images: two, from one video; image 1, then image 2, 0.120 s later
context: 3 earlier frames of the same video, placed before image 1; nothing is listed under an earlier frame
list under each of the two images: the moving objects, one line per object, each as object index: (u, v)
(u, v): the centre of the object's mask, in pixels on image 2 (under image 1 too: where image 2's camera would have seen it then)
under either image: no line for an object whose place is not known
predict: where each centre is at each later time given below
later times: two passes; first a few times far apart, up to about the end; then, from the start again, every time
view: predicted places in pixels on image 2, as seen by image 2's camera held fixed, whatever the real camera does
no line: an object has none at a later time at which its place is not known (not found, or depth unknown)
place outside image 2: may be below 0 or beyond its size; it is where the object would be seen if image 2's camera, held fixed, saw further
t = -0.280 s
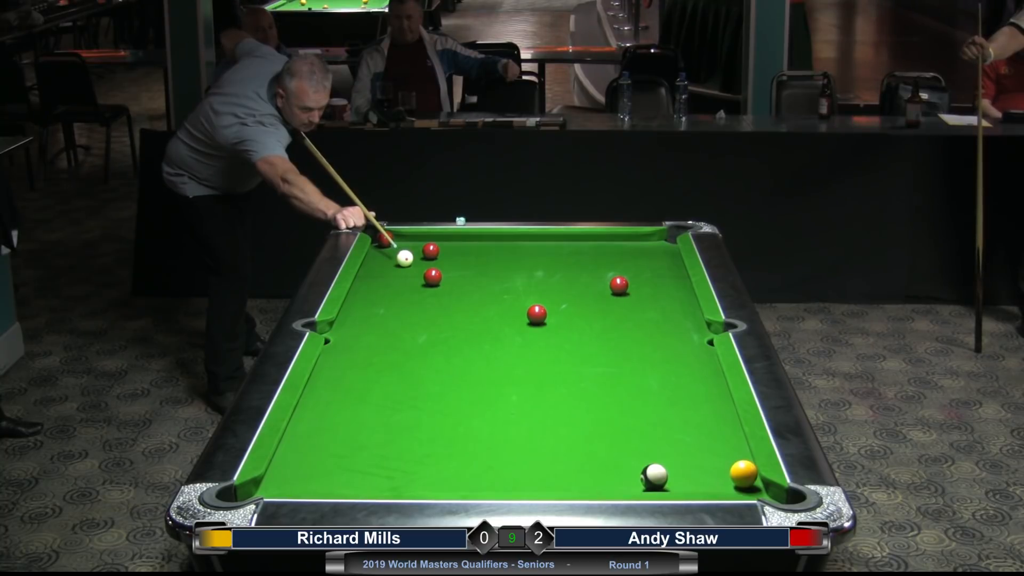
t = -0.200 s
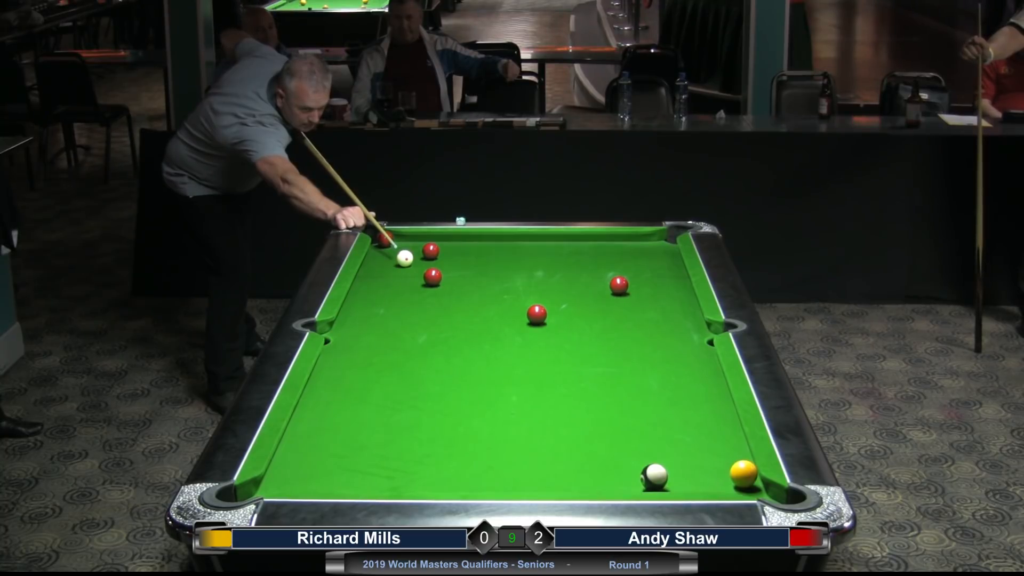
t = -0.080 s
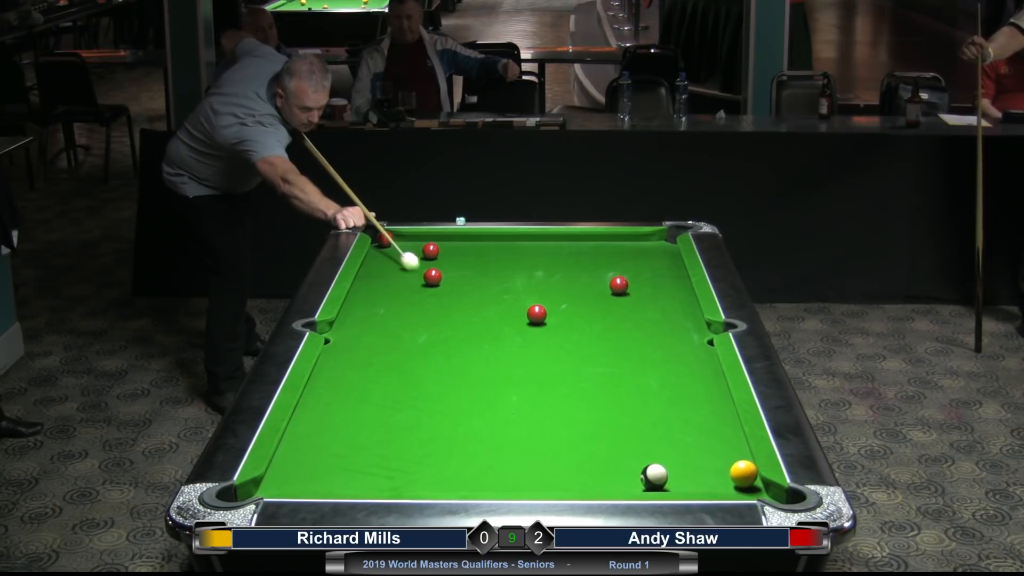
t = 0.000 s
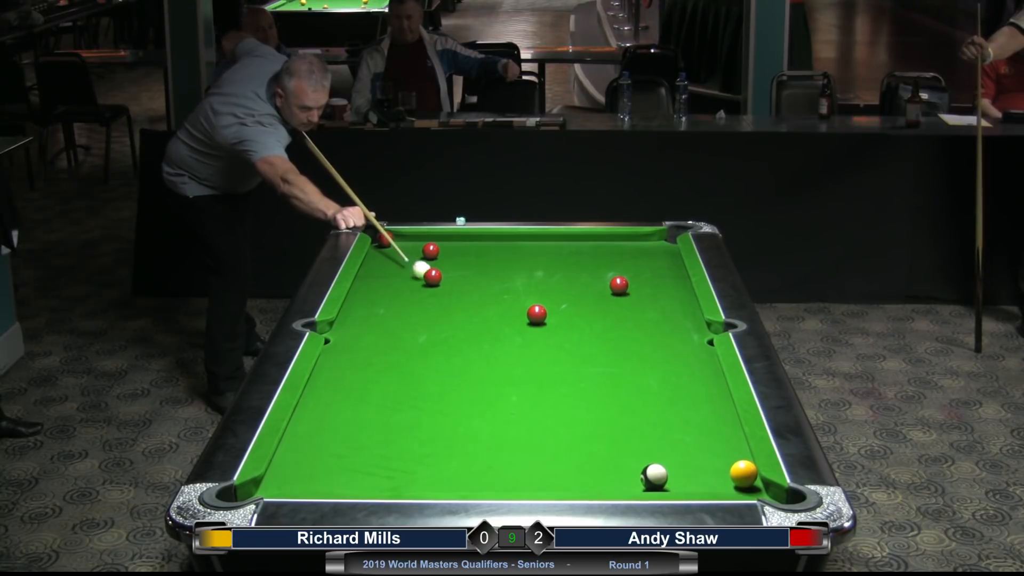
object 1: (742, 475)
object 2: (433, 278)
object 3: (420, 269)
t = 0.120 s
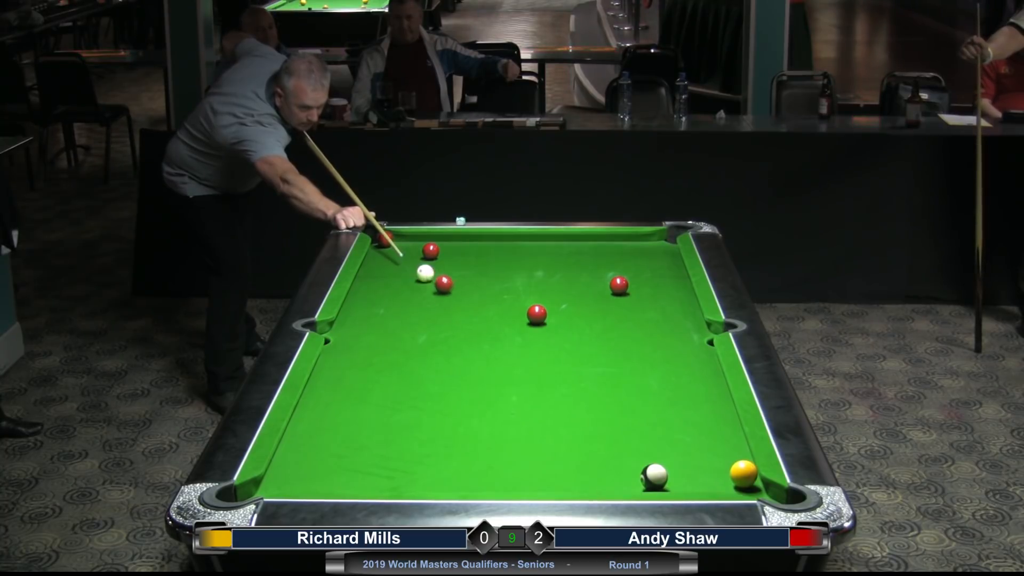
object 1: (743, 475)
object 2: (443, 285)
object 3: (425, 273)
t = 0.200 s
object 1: (743, 475)
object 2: (451, 290)
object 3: (427, 274)
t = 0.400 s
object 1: (742, 475)
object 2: (470, 302)
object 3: (429, 277)
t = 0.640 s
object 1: (742, 475)
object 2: (493, 317)
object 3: (432, 280)
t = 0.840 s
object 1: (742, 475)
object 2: (513, 330)
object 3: (434, 282)
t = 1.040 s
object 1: (742, 475)
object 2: (533, 344)
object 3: (436, 283)
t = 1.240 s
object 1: (742, 475)
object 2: (553, 357)
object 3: (437, 284)
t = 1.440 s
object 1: (742, 475)
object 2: (573, 371)
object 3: (437, 285)
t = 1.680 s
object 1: (742, 475)
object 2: (598, 387)
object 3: (437, 285)
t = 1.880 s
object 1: (742, 475)
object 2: (619, 400)
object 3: (437, 285)
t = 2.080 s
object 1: (742, 475)
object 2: (639, 413)
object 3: (437, 285)
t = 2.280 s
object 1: (742, 475)
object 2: (660, 425)
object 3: (437, 285)
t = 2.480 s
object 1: (742, 475)
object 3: (437, 285)
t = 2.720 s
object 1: (743, 475)
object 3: (437, 285)
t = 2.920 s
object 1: (744, 475)
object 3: (437, 285)
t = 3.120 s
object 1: (739, 479)
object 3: (437, 285)
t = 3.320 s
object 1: (734, 481)
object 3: (437, 285)
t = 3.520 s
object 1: (730, 483)
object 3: (437, 285)
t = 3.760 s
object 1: (727, 484)
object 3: (437, 285)
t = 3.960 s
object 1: (725, 484)
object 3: (437, 285)
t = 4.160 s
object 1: (724, 484)
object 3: (437, 285)
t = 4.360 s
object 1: (724, 484)
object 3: (437, 285)
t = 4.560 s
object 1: (724, 484)
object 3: (437, 285)
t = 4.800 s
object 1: (724, 484)
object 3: (437, 285)
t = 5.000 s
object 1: (724, 484)
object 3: (437, 285)
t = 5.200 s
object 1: (724, 484)
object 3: (437, 285)
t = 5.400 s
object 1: (724, 484)
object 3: (437, 285)
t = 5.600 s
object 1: (724, 484)
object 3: (437, 285)
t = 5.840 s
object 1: (724, 484)
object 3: (437, 285)
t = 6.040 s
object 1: (724, 484)
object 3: (437, 285)
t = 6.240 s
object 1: (724, 484)
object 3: (437, 285)
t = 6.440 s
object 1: (724, 484)
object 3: (437, 285)
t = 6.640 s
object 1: (724, 484)
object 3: (437, 285)
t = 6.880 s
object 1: (724, 484)
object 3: (437, 285)
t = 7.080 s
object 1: (724, 484)
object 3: (437, 285)
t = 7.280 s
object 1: (724, 484)
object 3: (437, 285)
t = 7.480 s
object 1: (724, 484)
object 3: (437, 285)
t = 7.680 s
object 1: (724, 484)
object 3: (437, 285)
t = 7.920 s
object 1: (724, 484)
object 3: (437, 285)
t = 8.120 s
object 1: (724, 484)
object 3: (437, 285)
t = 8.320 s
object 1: (724, 484)
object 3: (437, 285)
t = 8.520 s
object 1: (724, 484)
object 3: (437, 285)
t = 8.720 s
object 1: (724, 484)
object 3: (437, 285)
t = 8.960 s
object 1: (724, 484)
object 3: (437, 285)
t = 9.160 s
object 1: (724, 484)
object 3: (437, 285)
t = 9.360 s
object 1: (724, 484)
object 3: (437, 285)
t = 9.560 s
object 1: (724, 484)
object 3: (437, 285)
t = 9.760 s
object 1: (724, 484)
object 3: (437, 285)
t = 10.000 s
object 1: (724, 484)
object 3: (437, 285)
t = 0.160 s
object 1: (743, 475)
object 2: (447, 287)
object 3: (426, 274)
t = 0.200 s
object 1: (743, 475)
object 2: (451, 290)
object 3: (427, 274)
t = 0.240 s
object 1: (742, 475)
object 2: (455, 292)
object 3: (427, 275)
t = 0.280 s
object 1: (742, 475)
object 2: (458, 295)
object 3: (428, 275)
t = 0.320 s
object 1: (742, 475)
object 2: (462, 297)
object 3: (428, 276)
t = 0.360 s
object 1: (742, 475)
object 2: (466, 300)
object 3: (429, 277)
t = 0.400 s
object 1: (742, 475)
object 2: (470, 302)
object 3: (429, 277)
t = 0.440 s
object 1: (742, 475)
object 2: (474, 305)
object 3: (430, 278)
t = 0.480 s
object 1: (742, 475)
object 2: (478, 307)
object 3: (430, 278)
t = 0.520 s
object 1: (742, 475)
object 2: (481, 310)
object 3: (431, 279)
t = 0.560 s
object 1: (742, 475)
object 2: (485, 312)
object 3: (431, 279)
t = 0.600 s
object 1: (742, 475)
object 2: (489, 315)
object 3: (431, 280)
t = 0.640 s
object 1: (742, 475)
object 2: (493, 317)
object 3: (432, 280)
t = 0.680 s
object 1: (742, 475)
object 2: (497, 320)
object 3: (432, 281)
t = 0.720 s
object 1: (742, 475)
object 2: (501, 323)
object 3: (433, 281)
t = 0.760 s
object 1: (742, 475)
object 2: (505, 325)
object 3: (433, 281)
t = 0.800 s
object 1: (742, 475)
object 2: (509, 328)
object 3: (433, 282)
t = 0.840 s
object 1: (742, 475)
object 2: (513, 330)
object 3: (434, 282)
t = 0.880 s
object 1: (742, 475)
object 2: (517, 333)
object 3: (434, 282)
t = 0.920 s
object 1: (742, 475)
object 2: (521, 335)
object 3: (435, 283)
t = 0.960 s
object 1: (742, 475)
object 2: (525, 338)
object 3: (435, 283)
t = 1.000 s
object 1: (742, 475)
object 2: (529, 341)
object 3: (435, 283)
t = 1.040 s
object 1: (742, 475)
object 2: (533, 344)
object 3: (436, 283)
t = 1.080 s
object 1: (742, 475)
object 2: (537, 346)
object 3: (436, 284)
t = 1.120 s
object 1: (742, 475)
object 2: (541, 349)
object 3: (436, 284)
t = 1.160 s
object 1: (742, 475)
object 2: (545, 351)
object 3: (436, 284)
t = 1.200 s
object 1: (742, 475)
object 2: (549, 354)
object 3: (436, 284)
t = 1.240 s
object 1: (742, 475)
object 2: (553, 357)
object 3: (437, 284)
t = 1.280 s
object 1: (742, 475)
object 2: (557, 360)
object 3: (437, 285)
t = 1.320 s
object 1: (742, 475)
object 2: (561, 362)
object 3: (437, 285)
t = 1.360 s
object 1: (742, 475)
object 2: (565, 365)
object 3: (437, 285)
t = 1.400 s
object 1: (742, 475)
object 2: (569, 368)
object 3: (437, 285)
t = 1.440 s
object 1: (742, 475)
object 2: (573, 371)
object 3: (437, 285)
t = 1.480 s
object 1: (742, 475)
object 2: (577, 373)
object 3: (437, 285)
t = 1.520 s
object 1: (742, 475)
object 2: (582, 376)
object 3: (437, 285)
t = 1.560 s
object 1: (742, 475)
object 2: (586, 379)
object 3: (437, 285)
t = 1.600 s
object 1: (742, 475)
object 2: (590, 381)
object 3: (437, 285)
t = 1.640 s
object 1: (742, 475)
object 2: (594, 384)
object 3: (437, 285)
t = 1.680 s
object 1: (742, 475)
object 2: (598, 387)
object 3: (437, 285)
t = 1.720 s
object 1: (742, 475)
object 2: (602, 389)
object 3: (437, 285)
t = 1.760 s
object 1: (742, 475)
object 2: (606, 392)
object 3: (437, 285)
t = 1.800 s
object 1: (742, 475)
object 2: (611, 395)
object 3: (437, 285)
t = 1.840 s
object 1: (742, 475)
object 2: (615, 398)
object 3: (437, 285)
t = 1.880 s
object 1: (742, 475)
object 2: (619, 400)
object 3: (437, 285)
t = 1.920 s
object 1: (742, 475)
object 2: (623, 403)
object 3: (437, 285)
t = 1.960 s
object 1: (742, 475)
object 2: (627, 405)
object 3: (437, 285)
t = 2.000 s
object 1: (742, 475)
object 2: (631, 408)
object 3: (437, 285)
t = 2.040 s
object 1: (742, 475)
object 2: (635, 411)
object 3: (437, 285)
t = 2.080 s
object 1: (742, 475)
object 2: (639, 413)
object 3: (437, 285)
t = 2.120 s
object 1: (742, 475)
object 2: (644, 416)
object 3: (437, 285)
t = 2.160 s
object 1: (742, 475)
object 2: (648, 419)
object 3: (437, 285)
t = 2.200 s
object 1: (742, 475)
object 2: (652, 422)
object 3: (437, 285)
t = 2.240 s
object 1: (742, 475)
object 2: (656, 423)
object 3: (437, 285)
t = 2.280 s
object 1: (742, 475)
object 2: (660, 425)
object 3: (437, 285)
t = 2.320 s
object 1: (742, 475)
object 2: (664, 428)
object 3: (437, 285)
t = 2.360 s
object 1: (742, 475)
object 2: (668, 431)
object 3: (437, 285)
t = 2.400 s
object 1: (742, 475)
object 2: (672, 433)
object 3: (437, 285)
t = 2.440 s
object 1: (742, 475)
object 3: (437, 285)
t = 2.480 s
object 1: (742, 475)
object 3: (437, 285)
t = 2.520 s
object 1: (742, 475)
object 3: (437, 285)
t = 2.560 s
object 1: (742, 475)
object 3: (437, 285)
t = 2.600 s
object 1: (742, 475)
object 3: (437, 285)
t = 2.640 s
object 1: (743, 475)
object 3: (437, 285)
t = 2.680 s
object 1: (743, 475)
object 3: (437, 285)
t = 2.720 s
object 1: (743, 475)
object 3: (437, 285)
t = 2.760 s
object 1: (743, 475)
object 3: (437, 285)
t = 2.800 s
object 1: (743, 475)
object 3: (437, 285)
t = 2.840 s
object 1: (743, 475)
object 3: (437, 285)
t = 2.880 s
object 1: (743, 475)
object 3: (437, 285)
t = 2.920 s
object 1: (744, 475)
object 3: (437, 285)
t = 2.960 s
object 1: (745, 476)
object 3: (437, 285)
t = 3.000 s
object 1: (743, 477)
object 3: (437, 285)
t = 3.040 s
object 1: (742, 477)
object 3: (437, 285)
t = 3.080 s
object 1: (741, 478)
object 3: (437, 285)
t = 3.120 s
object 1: (739, 479)
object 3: (437, 285)
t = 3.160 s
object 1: (738, 480)
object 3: (437, 285)
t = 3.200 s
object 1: (737, 480)
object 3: (437, 285)
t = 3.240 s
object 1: (736, 481)
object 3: (437, 285)
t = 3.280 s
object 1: (735, 481)
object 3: (437, 285)
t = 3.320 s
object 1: (734, 481)
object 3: (437, 285)
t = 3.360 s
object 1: (733, 482)
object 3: (437, 285)
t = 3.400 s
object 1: (733, 482)
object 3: (437, 285)
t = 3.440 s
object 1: (732, 482)
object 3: (437, 285)
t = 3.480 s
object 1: (731, 483)
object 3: (437, 285)
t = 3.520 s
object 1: (730, 483)
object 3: (437, 285)
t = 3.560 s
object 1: (730, 483)
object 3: (437, 285)
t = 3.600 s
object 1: (729, 483)
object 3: (437, 285)
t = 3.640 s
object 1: (728, 483)
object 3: (437, 285)
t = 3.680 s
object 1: (727, 483)
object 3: (437, 285)
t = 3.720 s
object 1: (727, 484)
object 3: (437, 285)
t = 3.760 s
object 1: (727, 484)
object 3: (437, 285)
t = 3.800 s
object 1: (726, 484)
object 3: (437, 285)
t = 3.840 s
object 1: (726, 484)
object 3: (437, 285)
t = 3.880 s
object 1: (725, 484)
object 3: (437, 285)
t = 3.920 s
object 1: (725, 484)
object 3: (437, 285)
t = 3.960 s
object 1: (725, 484)
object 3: (437, 285)
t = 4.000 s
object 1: (724, 484)
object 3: (437, 285)
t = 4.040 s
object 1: (724, 484)
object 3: (437, 285)
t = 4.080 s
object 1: (724, 484)
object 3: (437, 285)
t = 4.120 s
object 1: (724, 484)
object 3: (437, 285)
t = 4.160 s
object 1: (724, 484)
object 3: (437, 285)
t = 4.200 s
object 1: (724, 484)
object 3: (437, 285)
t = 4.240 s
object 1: (724, 484)
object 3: (437, 285)
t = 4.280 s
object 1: (724, 484)
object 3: (437, 285)
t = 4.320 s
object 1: (724, 484)
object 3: (437, 285)
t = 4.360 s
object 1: (724, 484)
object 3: (437, 285)
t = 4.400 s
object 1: (724, 484)
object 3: (437, 285)
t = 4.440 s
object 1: (724, 484)
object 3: (437, 285)
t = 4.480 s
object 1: (724, 484)
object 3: (437, 285)
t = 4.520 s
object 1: (724, 484)
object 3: (437, 285)
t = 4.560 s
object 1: (724, 484)
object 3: (437, 285)
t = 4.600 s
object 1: (724, 484)
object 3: (437, 285)
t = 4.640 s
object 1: (724, 484)
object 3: (437, 285)
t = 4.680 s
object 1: (724, 484)
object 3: (437, 285)
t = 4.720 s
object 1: (724, 484)
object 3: (437, 285)
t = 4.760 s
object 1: (724, 484)
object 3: (437, 285)
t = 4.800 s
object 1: (724, 484)
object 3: (437, 285)
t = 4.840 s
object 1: (724, 484)
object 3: (437, 285)
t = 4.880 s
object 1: (724, 484)
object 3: (437, 285)
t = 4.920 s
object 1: (724, 484)
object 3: (437, 285)
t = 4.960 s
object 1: (724, 484)
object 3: (437, 285)
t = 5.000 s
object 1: (724, 484)
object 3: (437, 285)
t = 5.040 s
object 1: (724, 484)
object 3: (437, 285)
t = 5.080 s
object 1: (724, 484)
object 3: (437, 285)
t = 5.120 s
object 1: (724, 484)
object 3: (437, 285)
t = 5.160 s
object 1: (724, 484)
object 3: (437, 285)
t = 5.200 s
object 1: (724, 484)
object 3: (437, 285)
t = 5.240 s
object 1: (724, 484)
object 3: (437, 285)
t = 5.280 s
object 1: (724, 484)
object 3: (437, 285)
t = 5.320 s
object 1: (724, 484)
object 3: (437, 285)
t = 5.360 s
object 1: (724, 484)
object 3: (437, 285)
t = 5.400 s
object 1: (724, 484)
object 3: (437, 285)
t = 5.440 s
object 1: (724, 484)
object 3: (437, 285)
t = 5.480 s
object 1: (724, 484)
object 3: (437, 285)
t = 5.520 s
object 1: (724, 484)
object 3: (437, 285)
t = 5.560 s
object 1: (724, 484)
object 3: (437, 285)
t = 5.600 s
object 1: (724, 484)
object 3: (437, 285)
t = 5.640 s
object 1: (724, 484)
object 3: (437, 285)
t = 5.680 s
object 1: (724, 484)
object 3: (437, 285)
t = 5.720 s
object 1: (724, 484)
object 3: (437, 285)
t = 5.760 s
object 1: (724, 484)
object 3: (437, 285)
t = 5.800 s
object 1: (724, 484)
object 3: (437, 285)
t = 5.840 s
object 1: (724, 484)
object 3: (437, 285)
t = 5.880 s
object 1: (724, 484)
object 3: (437, 285)
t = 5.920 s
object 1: (724, 484)
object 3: (437, 285)
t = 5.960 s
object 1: (724, 484)
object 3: (437, 285)
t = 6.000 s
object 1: (724, 484)
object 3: (437, 285)
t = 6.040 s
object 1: (724, 484)
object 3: (437, 285)
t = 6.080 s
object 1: (724, 484)
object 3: (437, 285)
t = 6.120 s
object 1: (724, 484)
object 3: (437, 285)
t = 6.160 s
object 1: (724, 484)
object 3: (437, 285)
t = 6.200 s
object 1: (724, 484)
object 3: (437, 285)
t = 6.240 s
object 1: (724, 484)
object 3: (437, 285)
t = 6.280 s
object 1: (724, 484)
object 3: (437, 285)
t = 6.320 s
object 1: (724, 484)
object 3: (437, 285)
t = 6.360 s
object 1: (724, 484)
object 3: (437, 285)
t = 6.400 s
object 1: (724, 484)
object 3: (437, 285)
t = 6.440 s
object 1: (724, 484)
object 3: (437, 285)
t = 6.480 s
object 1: (724, 484)
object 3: (437, 285)
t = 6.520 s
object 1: (724, 484)
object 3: (437, 285)
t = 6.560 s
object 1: (724, 484)
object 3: (437, 285)
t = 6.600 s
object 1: (724, 484)
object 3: (437, 285)
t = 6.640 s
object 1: (724, 484)
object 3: (437, 285)
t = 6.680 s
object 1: (724, 484)
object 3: (437, 285)
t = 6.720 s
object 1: (724, 484)
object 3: (437, 285)
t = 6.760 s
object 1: (724, 484)
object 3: (437, 285)
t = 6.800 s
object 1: (724, 484)
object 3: (437, 285)
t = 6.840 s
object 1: (724, 484)
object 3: (437, 285)
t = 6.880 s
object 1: (724, 484)
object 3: (437, 285)
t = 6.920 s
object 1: (724, 484)
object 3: (437, 285)
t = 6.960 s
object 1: (724, 484)
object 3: (437, 285)
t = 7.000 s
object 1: (724, 484)
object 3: (437, 285)
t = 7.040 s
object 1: (724, 484)
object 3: (437, 285)
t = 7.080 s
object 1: (724, 484)
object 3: (437, 285)
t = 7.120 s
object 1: (724, 484)
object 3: (437, 285)
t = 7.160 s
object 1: (724, 484)
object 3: (437, 285)
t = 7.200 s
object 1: (724, 484)
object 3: (437, 285)
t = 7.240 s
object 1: (724, 484)
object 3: (437, 285)
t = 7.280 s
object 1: (724, 484)
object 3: (437, 285)
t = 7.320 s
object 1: (724, 484)
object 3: (437, 285)
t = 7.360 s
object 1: (724, 484)
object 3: (437, 285)
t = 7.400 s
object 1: (724, 484)
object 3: (437, 285)
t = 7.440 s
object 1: (724, 484)
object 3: (437, 285)
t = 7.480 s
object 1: (724, 484)
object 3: (437, 285)
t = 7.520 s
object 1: (724, 484)
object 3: (437, 285)
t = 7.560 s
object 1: (724, 484)
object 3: (437, 285)
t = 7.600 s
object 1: (724, 484)
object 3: (437, 285)
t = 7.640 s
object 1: (724, 484)
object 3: (437, 285)
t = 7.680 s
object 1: (724, 484)
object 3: (437, 285)
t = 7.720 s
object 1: (724, 484)
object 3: (437, 285)
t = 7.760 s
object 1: (724, 484)
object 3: (437, 285)
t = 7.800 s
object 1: (724, 484)
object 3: (437, 285)
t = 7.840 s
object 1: (724, 484)
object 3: (437, 285)
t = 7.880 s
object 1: (724, 484)
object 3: (437, 285)
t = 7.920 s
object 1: (724, 484)
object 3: (437, 285)
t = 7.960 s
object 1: (724, 484)
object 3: (437, 285)
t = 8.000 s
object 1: (724, 484)
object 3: (437, 285)
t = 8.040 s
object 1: (724, 484)
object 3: (437, 285)
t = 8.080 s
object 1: (724, 484)
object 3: (437, 285)
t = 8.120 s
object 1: (724, 484)
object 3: (437, 285)
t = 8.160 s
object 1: (724, 484)
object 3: (437, 285)
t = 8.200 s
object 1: (724, 484)
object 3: (437, 285)
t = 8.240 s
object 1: (724, 484)
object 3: (437, 285)
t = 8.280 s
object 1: (724, 484)
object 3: (437, 285)
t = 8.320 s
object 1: (724, 484)
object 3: (437, 285)
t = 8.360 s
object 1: (724, 484)
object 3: (437, 285)
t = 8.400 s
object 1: (724, 484)
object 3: (437, 285)
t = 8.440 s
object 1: (724, 484)
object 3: (437, 285)
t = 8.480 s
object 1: (724, 484)
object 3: (437, 285)
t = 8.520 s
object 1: (724, 484)
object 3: (437, 285)
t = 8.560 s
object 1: (724, 484)
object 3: (437, 285)
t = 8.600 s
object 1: (724, 484)
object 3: (437, 285)
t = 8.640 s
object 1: (724, 484)
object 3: (437, 285)
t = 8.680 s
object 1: (724, 484)
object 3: (437, 285)
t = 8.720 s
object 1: (724, 484)
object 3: (437, 285)
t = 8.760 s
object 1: (724, 484)
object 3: (437, 285)
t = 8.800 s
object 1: (724, 484)
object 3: (437, 285)
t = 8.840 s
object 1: (724, 484)
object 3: (437, 285)
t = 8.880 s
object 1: (724, 484)
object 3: (437, 285)
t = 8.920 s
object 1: (724, 484)
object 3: (437, 285)
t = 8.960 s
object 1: (724, 484)
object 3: (437, 285)
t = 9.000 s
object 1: (724, 484)
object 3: (437, 285)
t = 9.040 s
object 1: (724, 484)
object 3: (437, 285)
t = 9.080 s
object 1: (724, 484)
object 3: (437, 285)
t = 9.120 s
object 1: (724, 484)
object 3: (437, 285)
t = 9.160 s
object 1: (724, 484)
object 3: (437, 285)
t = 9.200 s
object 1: (724, 484)
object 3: (437, 285)
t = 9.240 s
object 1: (724, 484)
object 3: (437, 285)
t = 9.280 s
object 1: (724, 484)
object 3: (437, 285)
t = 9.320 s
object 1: (724, 484)
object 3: (437, 285)
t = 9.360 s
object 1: (724, 484)
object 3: (437, 285)
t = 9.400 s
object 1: (724, 484)
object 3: (437, 285)
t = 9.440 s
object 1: (724, 484)
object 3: (437, 285)
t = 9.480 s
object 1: (724, 484)
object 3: (437, 285)
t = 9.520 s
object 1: (724, 484)
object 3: (437, 285)
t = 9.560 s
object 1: (724, 484)
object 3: (437, 285)
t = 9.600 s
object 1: (724, 484)
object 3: (437, 285)
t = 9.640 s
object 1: (724, 484)
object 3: (437, 285)
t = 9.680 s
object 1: (724, 484)
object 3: (437, 285)
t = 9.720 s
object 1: (724, 484)
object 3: (437, 285)
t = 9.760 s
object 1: (724, 484)
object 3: (437, 285)
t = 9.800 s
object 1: (724, 484)
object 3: (437, 285)
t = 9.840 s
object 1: (724, 484)
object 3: (437, 285)
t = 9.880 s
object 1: (724, 484)
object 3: (437, 285)
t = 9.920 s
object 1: (724, 484)
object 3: (437, 285)
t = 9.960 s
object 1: (724, 484)
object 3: (437, 285)
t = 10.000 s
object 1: (724, 484)
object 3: (437, 285)
